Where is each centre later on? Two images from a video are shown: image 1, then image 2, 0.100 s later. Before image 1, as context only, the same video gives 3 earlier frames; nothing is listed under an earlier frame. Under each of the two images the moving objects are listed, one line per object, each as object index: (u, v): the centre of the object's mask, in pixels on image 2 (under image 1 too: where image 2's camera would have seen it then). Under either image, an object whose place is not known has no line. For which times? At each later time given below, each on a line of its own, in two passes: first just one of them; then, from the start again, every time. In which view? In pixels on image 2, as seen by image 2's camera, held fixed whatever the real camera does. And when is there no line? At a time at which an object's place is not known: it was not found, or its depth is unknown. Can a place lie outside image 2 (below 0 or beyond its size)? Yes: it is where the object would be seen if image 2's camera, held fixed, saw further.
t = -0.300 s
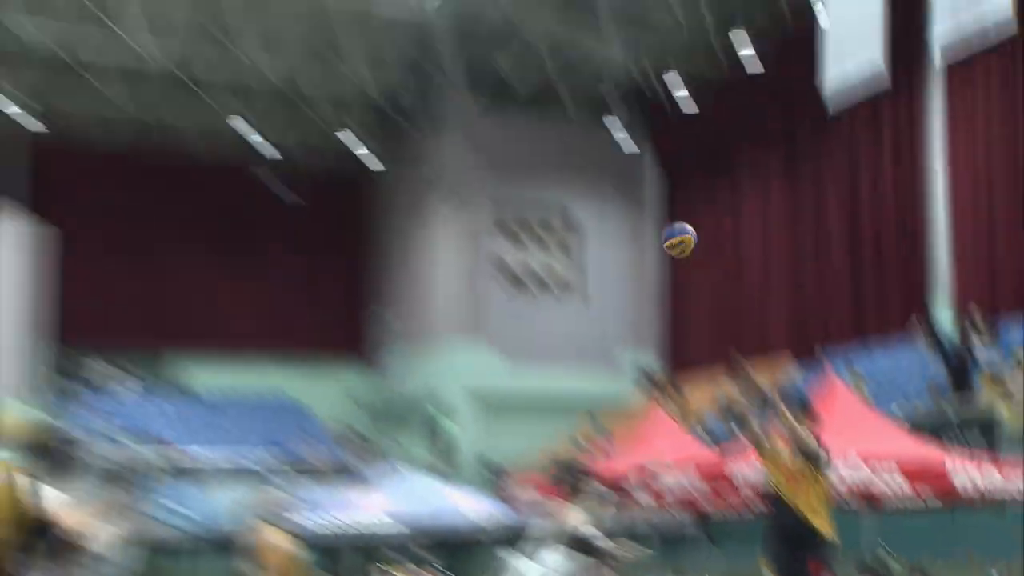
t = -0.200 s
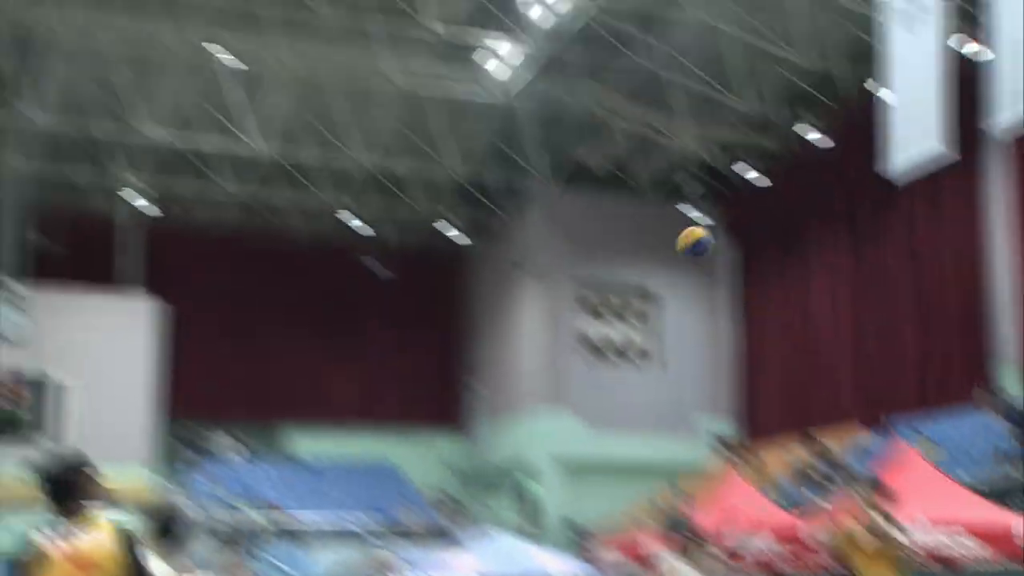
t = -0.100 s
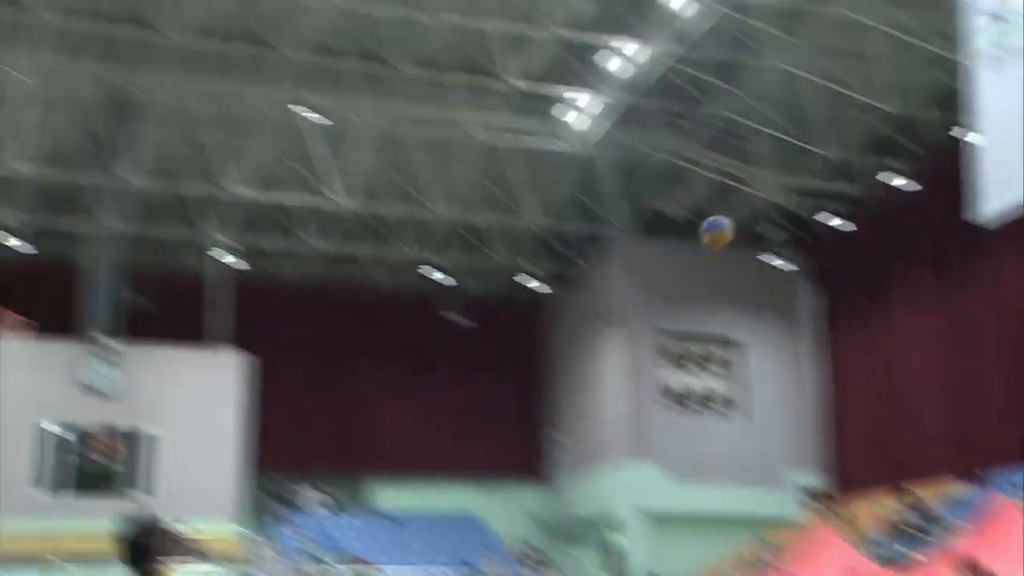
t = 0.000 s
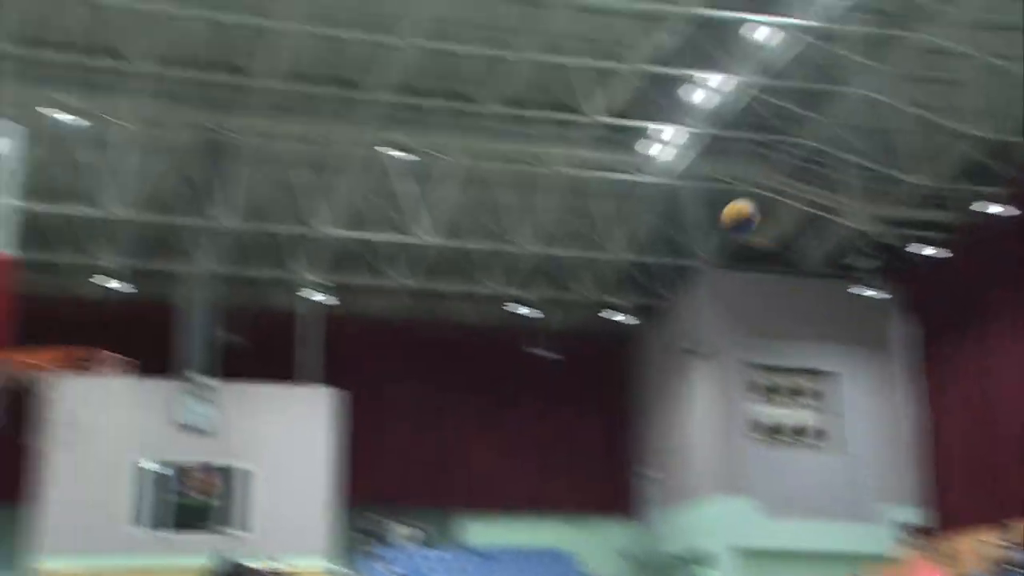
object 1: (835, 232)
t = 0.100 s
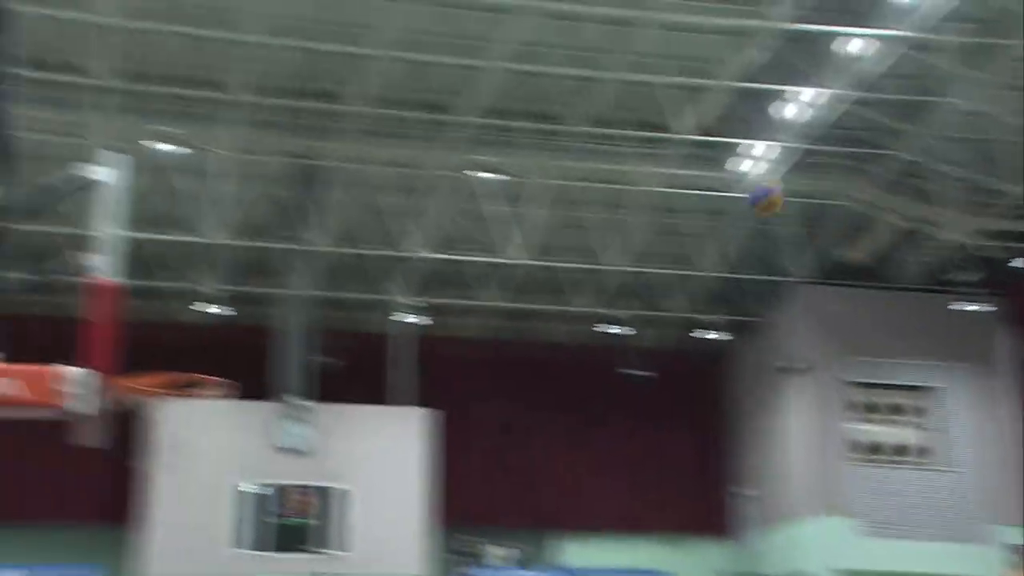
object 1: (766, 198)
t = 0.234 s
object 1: (669, 173)
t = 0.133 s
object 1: (743, 190)
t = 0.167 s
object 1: (722, 183)
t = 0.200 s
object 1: (694, 177)
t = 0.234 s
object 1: (669, 173)
